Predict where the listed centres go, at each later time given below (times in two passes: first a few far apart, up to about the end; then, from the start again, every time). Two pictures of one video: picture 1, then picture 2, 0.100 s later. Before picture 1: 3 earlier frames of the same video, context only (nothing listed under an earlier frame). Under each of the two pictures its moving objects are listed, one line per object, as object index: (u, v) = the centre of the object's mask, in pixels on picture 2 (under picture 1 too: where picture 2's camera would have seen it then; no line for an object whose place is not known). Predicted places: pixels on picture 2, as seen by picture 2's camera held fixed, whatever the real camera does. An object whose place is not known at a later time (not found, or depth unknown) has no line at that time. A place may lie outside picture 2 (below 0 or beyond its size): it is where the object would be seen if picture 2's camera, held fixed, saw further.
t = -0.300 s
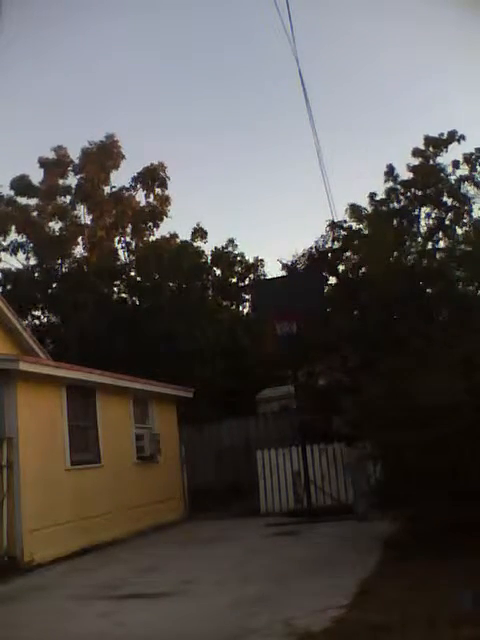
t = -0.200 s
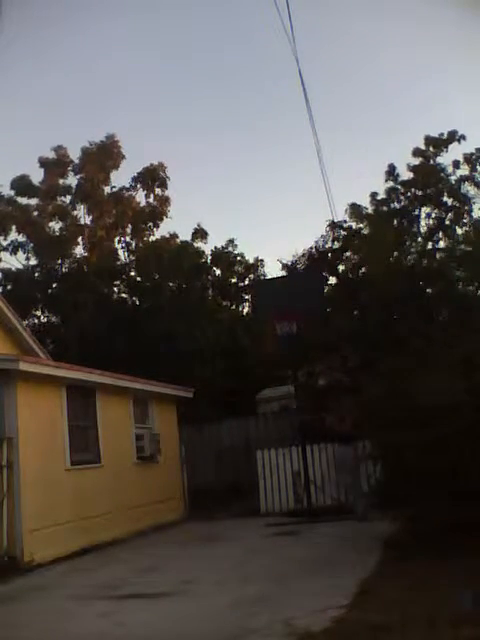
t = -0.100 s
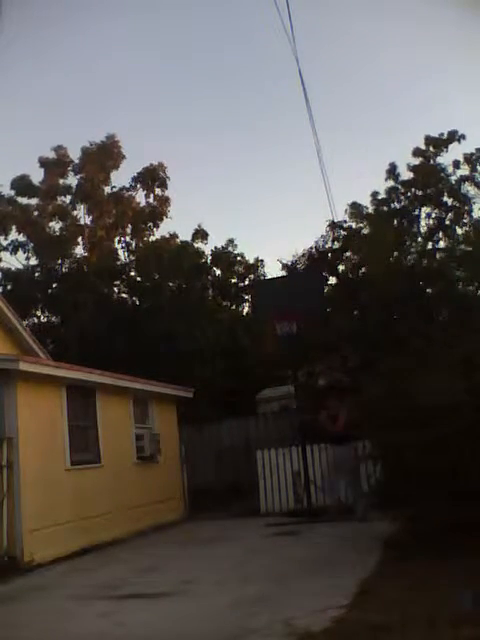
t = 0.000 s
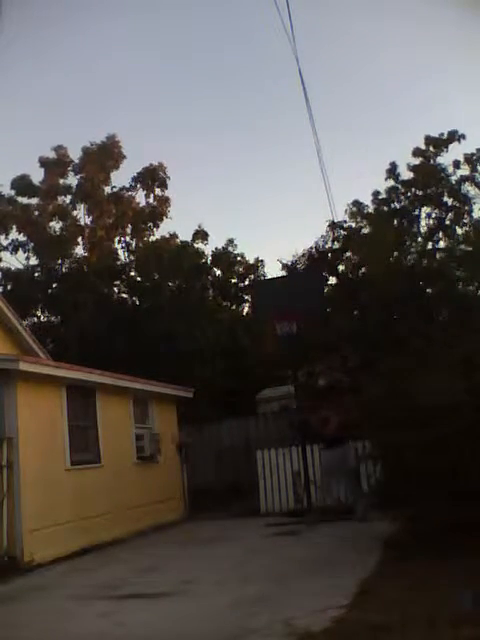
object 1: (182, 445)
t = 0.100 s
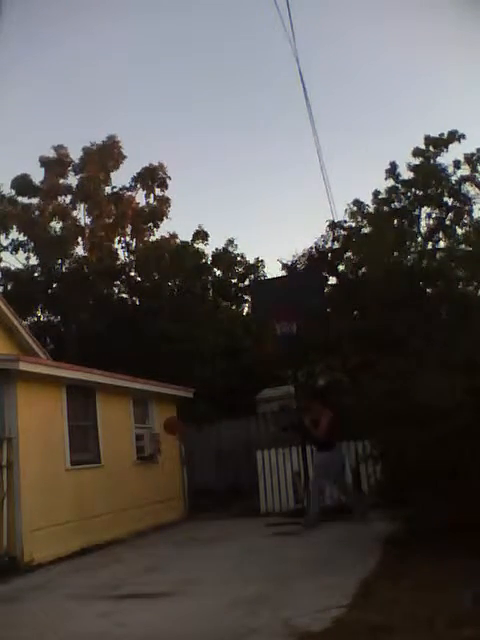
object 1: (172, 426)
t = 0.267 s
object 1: (155, 408)
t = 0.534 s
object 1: (134, 428)
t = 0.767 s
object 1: (115, 492)
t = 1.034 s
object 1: (91, 503)
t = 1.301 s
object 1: (71, 474)
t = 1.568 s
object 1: (85, 499)
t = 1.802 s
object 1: (93, 533)
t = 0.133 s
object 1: (168, 422)
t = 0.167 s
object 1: (166, 416)
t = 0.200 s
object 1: (162, 414)
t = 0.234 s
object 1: (159, 410)
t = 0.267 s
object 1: (155, 408)
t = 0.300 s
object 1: (154, 408)
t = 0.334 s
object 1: (153, 408)
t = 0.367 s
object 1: (148, 408)
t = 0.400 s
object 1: (142, 412)
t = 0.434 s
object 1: (141, 412)
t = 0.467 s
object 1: (138, 418)
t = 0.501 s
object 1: (135, 422)
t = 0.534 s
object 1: (134, 428)
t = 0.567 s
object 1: (131, 434)
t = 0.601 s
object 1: (128, 441)
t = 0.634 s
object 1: (124, 450)
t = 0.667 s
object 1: (123, 459)
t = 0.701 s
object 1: (120, 469)
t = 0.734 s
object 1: (118, 480)
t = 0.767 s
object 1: (115, 492)
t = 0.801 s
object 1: (113, 506)
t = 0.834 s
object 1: (111, 521)
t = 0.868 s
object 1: (109, 536)
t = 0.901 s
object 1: (105, 539)
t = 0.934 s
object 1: (102, 529)
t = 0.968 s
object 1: (98, 519)
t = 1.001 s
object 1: (94, 510)
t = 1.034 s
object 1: (91, 503)
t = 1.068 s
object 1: (87, 496)
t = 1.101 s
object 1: (84, 490)
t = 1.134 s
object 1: (80, 484)
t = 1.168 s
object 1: (77, 480)
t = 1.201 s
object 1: (73, 478)
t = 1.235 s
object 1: (70, 476)
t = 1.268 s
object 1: (70, 474)
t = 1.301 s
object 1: (71, 474)
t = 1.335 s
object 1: (73, 473)
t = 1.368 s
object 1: (74, 474)
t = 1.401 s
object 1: (76, 475)
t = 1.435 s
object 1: (78, 479)
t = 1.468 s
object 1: (80, 482)
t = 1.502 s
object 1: (81, 487)
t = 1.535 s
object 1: (83, 492)
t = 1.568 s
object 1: (85, 499)
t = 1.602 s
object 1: (87, 507)
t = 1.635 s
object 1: (88, 516)
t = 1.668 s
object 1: (91, 526)
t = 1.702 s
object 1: (92, 536)
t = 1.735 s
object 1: (95, 549)
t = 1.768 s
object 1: (94, 538)
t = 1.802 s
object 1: (93, 533)
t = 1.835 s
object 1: (93, 525)
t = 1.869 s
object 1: (93, 519)
